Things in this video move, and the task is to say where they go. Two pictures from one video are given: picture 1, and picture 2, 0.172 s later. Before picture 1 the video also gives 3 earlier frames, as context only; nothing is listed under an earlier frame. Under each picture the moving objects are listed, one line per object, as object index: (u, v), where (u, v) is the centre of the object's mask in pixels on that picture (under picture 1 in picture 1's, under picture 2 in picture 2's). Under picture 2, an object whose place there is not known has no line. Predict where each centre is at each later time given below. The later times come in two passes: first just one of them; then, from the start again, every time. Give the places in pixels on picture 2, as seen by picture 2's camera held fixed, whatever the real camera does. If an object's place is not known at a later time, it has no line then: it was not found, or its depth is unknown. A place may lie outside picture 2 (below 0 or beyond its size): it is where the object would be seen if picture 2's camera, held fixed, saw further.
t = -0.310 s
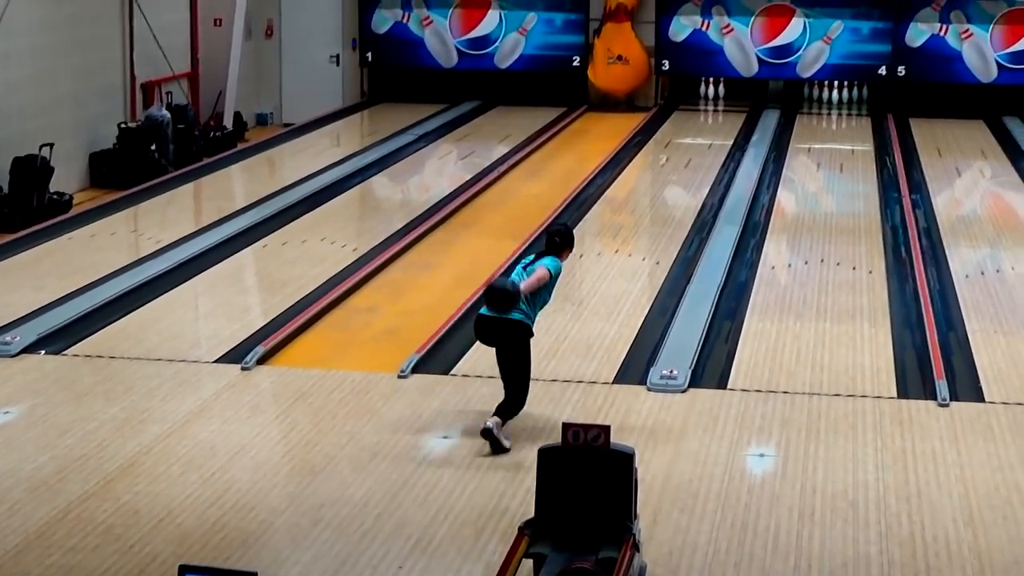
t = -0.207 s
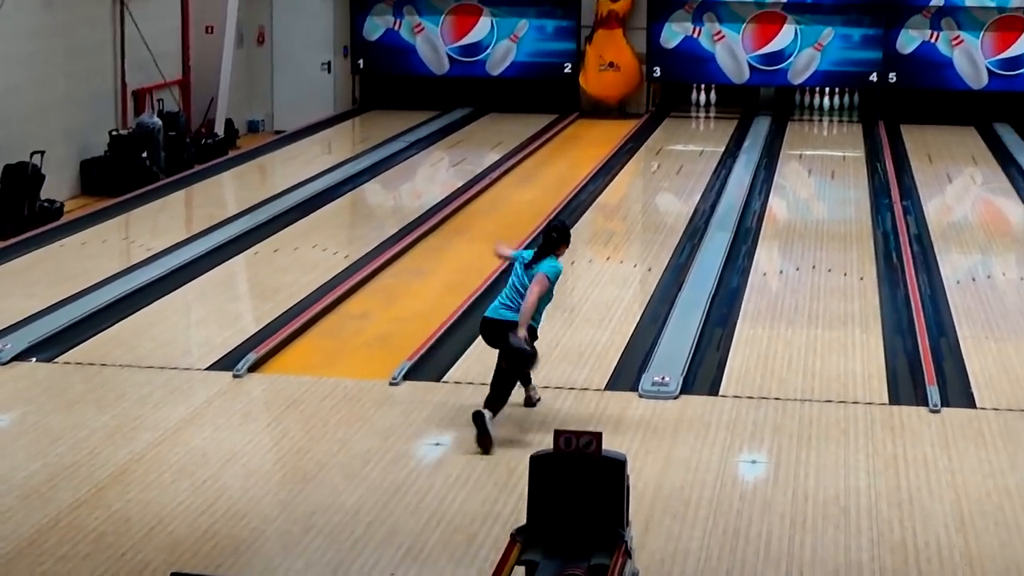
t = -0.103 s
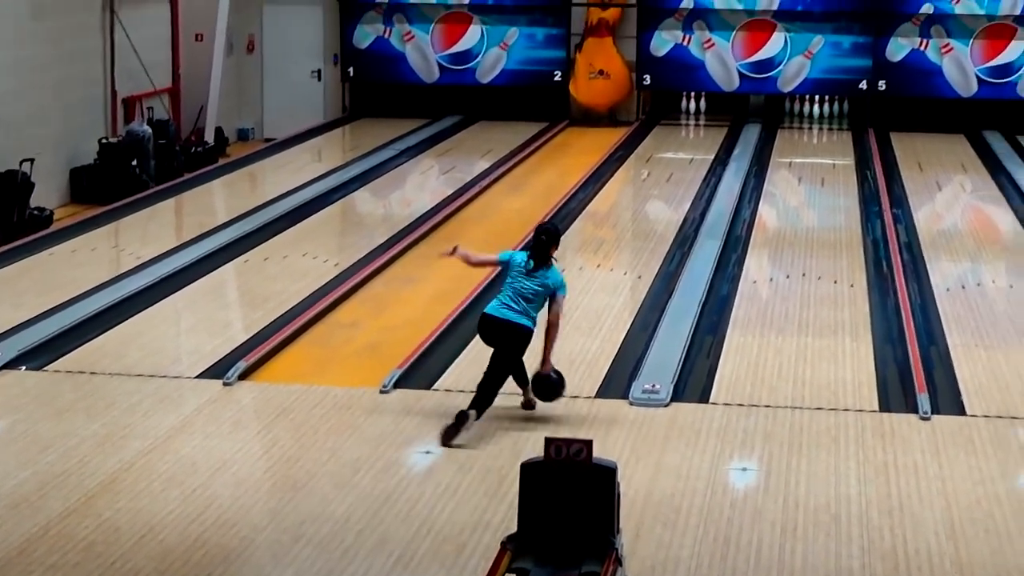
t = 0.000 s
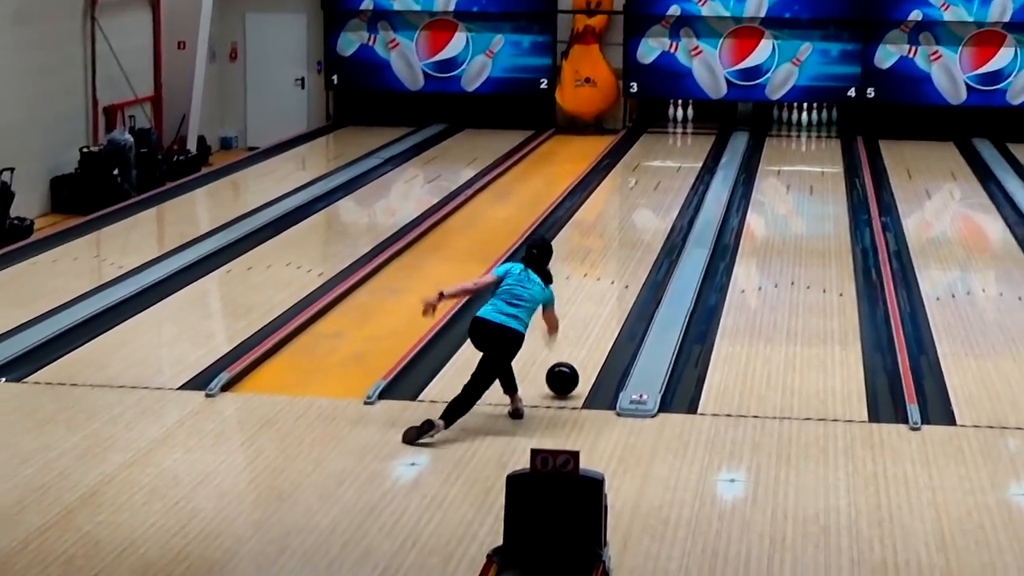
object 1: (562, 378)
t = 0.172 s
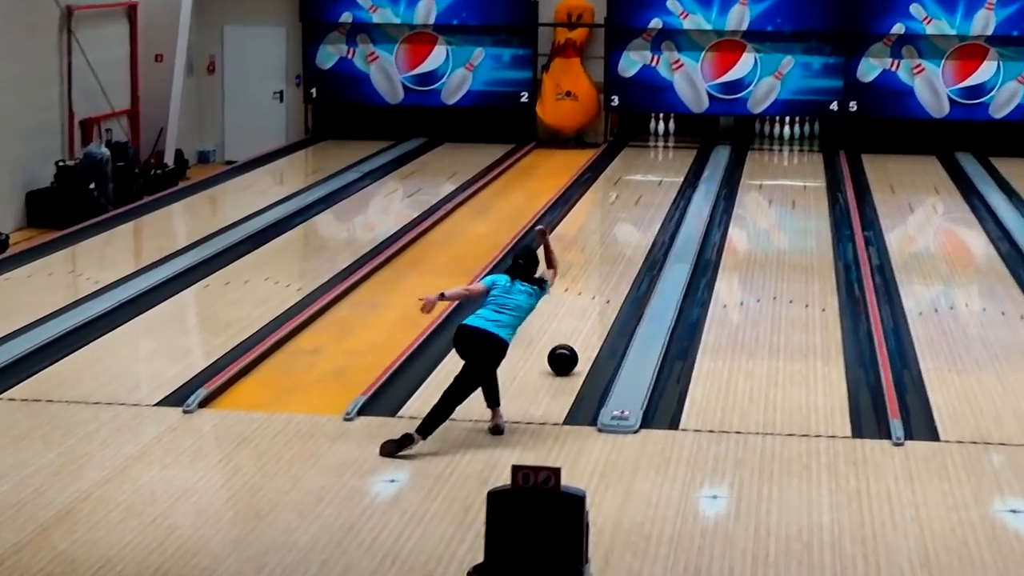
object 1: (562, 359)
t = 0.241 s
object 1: (571, 343)
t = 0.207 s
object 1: (567, 351)
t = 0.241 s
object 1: (571, 343)
